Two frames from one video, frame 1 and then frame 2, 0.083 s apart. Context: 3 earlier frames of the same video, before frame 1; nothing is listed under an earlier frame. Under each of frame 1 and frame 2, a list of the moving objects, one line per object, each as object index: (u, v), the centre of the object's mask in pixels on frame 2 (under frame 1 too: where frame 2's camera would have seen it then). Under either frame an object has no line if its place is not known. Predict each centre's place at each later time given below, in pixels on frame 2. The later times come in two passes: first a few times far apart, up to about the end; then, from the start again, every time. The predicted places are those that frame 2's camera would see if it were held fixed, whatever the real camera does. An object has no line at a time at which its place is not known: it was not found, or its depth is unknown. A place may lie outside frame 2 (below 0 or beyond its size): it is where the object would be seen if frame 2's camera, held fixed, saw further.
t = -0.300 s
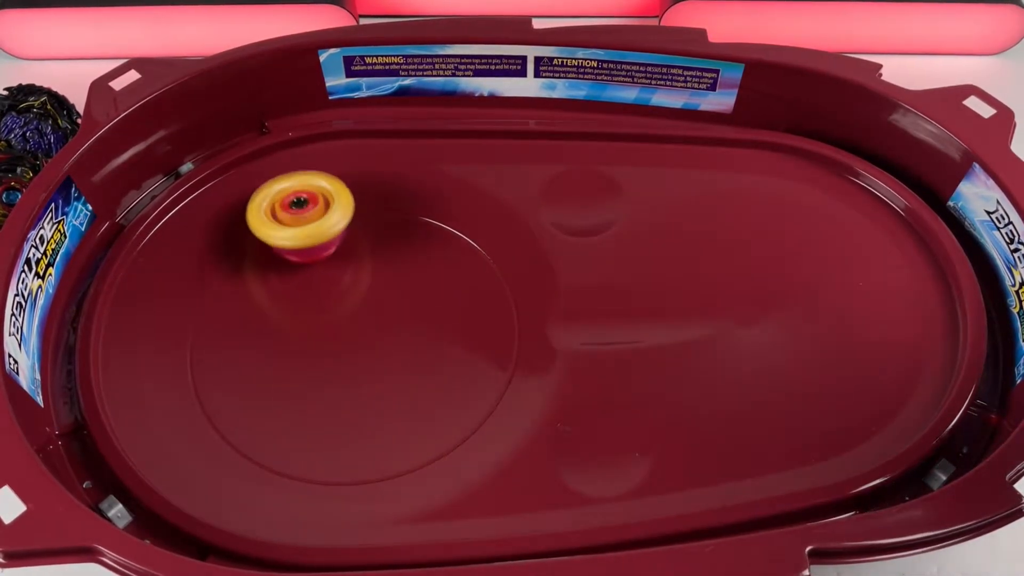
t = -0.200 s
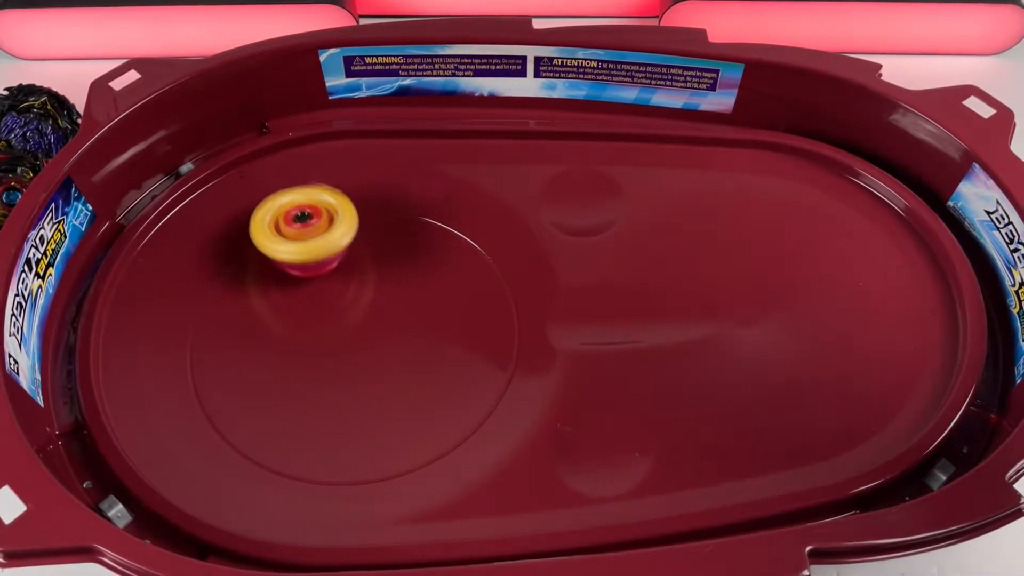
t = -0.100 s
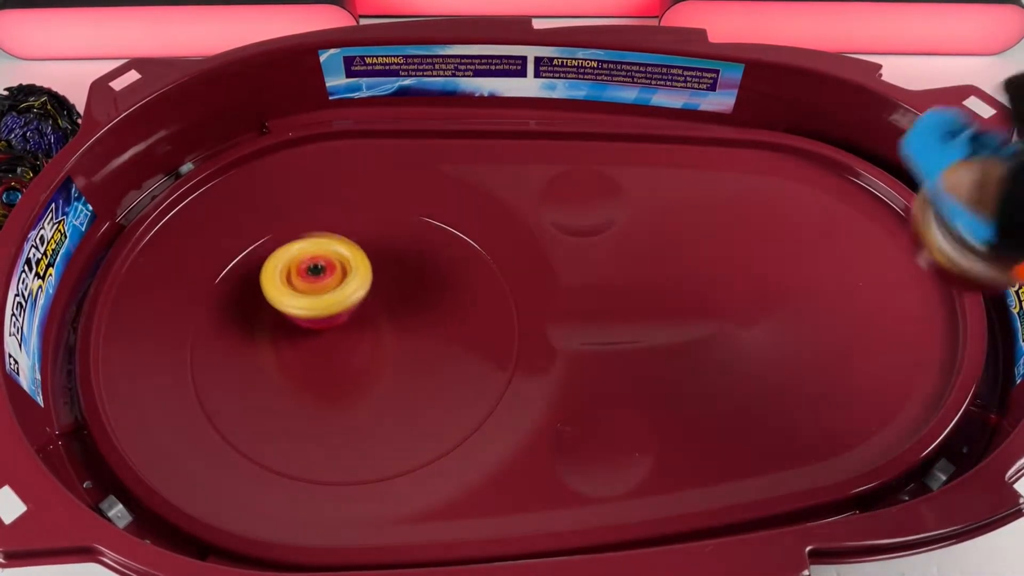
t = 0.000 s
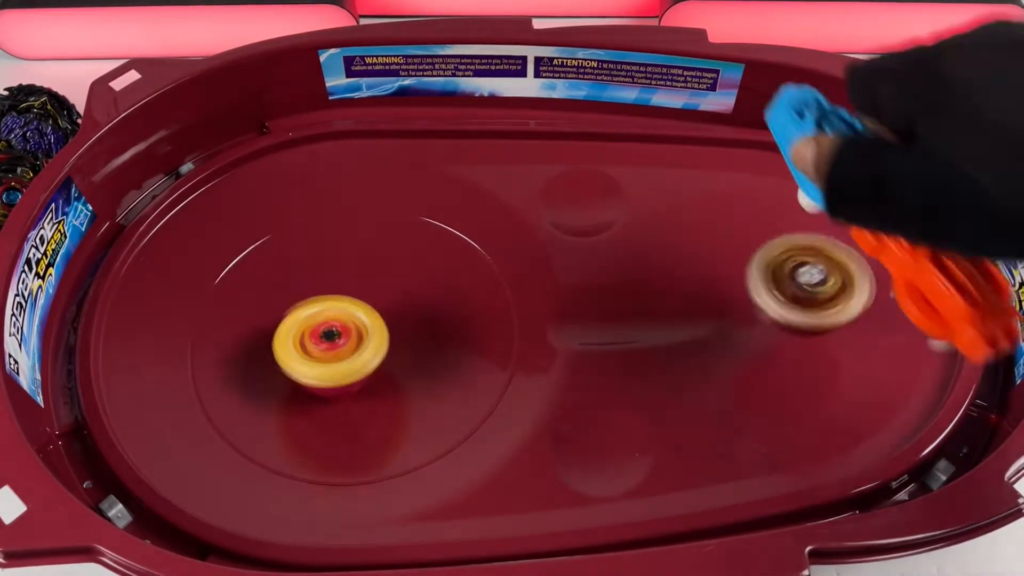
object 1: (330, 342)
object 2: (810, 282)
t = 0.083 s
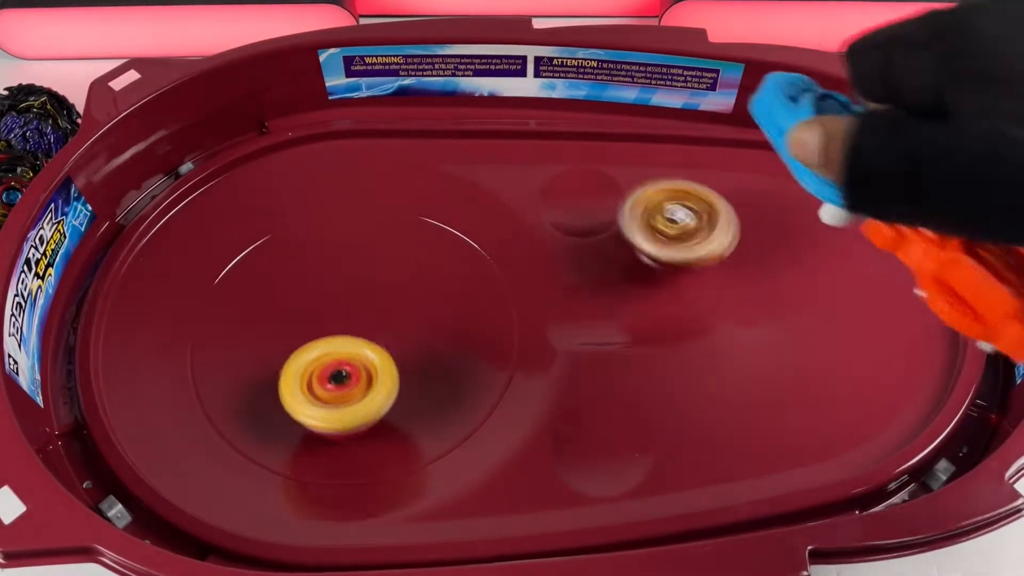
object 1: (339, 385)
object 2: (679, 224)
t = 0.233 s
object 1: (368, 397)
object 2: (494, 121)
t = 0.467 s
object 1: (375, 299)
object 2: (275, 176)
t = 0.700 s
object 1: (270, 257)
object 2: (219, 430)
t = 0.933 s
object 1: (249, 353)
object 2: (438, 422)
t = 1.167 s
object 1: (398, 376)
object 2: (460, 245)
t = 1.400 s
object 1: (439, 255)
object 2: (301, 227)
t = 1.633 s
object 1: (288, 230)
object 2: (250, 354)
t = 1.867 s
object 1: (237, 383)
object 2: (371, 396)
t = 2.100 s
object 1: (448, 421)
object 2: (405, 315)
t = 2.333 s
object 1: (482, 261)
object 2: (333, 282)
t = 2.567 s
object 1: (263, 210)
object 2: (316, 322)
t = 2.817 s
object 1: (173, 398)
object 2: (358, 340)
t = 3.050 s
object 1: (447, 444)
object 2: (339, 320)
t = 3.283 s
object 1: (527, 227)
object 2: (346, 304)
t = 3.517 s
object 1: (274, 174)
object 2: (358, 326)
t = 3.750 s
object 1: (137, 388)
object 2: (328, 339)
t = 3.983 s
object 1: (508, 422)
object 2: (327, 315)
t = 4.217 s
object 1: (791, 240)
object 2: (363, 318)
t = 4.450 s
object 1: (840, 200)
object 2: (345, 349)
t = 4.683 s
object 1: (706, 310)
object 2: (316, 329)
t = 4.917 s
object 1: (587, 420)
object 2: (363, 303)
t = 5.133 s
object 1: (513, 463)
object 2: (383, 336)
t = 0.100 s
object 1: (340, 389)
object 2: (654, 208)
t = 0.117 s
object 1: (343, 395)
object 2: (631, 197)
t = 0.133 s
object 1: (345, 398)
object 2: (608, 186)
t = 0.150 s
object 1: (348, 401)
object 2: (584, 178)
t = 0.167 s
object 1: (351, 402)
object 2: (563, 170)
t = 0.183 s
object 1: (355, 402)
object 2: (544, 155)
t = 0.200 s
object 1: (359, 402)
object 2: (528, 140)
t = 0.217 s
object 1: (364, 400)
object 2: (510, 128)
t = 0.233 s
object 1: (368, 397)
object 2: (494, 121)
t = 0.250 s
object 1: (373, 393)
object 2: (478, 117)
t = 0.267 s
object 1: (377, 389)
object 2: (460, 111)
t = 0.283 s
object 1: (381, 383)
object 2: (443, 108)
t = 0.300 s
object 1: (385, 378)
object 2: (427, 109)
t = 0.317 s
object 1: (388, 370)
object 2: (411, 112)
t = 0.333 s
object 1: (390, 363)
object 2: (394, 117)
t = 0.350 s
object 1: (391, 355)
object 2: (377, 119)
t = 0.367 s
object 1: (391, 347)
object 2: (362, 123)
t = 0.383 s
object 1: (391, 340)
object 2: (347, 127)
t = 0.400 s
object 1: (390, 331)
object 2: (331, 133)
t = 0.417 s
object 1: (388, 323)
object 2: (315, 140)
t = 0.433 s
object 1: (384, 315)
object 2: (302, 152)
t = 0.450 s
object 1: (380, 307)
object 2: (288, 164)
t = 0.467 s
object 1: (375, 299)
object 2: (275, 176)
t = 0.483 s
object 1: (369, 292)
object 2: (262, 192)
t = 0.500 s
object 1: (362, 285)
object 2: (251, 209)
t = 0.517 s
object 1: (355, 279)
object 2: (241, 225)
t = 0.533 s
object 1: (348, 273)
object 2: (231, 243)
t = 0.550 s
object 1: (340, 268)
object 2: (223, 261)
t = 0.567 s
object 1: (332, 263)
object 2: (216, 282)
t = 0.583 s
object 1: (323, 259)
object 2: (211, 301)
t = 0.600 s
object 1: (315, 256)
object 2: (208, 320)
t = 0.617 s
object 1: (306, 254)
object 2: (205, 340)
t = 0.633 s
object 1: (298, 253)
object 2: (205, 357)
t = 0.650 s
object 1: (290, 253)
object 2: (204, 378)
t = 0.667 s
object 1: (283, 253)
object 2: (208, 396)
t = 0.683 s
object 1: (276, 255)
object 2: (213, 412)
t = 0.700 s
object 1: (270, 257)
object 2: (219, 430)
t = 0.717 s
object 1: (264, 260)
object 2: (227, 442)
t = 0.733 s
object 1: (258, 264)
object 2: (236, 456)
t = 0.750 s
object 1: (254, 268)
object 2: (247, 470)
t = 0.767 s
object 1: (250, 273)
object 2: (262, 477)
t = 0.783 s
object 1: (246, 279)
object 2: (280, 480)
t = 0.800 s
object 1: (243, 286)
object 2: (299, 479)
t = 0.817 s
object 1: (241, 294)
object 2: (317, 478)
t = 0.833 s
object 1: (240, 301)
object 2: (337, 475)
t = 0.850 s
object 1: (239, 310)
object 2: (355, 470)
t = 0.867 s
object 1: (240, 318)
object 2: (374, 463)
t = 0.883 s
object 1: (240, 327)
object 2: (392, 454)
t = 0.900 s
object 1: (242, 336)
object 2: (408, 445)
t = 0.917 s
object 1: (245, 344)
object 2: (424, 433)
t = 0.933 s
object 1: (249, 353)
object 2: (438, 422)
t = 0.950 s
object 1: (254, 361)
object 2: (451, 410)
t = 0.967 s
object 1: (261, 369)
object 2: (462, 396)
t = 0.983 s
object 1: (269, 376)
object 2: (471, 383)
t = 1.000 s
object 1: (278, 382)
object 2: (478, 369)
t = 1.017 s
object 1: (289, 387)
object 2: (484, 355)
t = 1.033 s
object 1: (300, 390)
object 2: (488, 341)
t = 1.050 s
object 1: (312, 393)
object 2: (490, 327)
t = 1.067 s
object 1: (324, 394)
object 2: (490, 313)
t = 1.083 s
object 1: (337, 394)
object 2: (488, 300)
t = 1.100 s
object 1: (350, 393)
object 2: (485, 288)
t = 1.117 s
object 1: (362, 390)
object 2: (481, 275)
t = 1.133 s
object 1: (375, 386)
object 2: (475, 265)
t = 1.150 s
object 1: (387, 382)
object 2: (468, 254)
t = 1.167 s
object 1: (398, 376)
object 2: (460, 245)
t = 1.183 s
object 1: (409, 369)
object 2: (451, 236)
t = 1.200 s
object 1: (419, 361)
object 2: (441, 229)
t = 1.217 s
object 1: (428, 352)
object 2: (430, 223)
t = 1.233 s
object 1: (435, 343)
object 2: (419, 218)
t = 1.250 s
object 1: (441, 334)
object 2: (407, 214)
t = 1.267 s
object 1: (446, 325)
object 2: (396, 211)
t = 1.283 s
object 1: (450, 315)
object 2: (383, 209)
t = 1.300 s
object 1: (452, 306)
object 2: (371, 210)
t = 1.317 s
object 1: (453, 296)
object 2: (358, 210)
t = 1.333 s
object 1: (453, 287)
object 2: (346, 210)
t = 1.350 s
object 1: (451, 279)
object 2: (334, 214)
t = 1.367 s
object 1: (448, 270)
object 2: (322, 217)
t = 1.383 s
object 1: (444, 262)
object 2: (311, 222)
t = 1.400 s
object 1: (439, 255)
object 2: (301, 227)
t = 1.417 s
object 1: (433, 248)
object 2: (291, 233)
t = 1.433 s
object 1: (425, 242)
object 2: (282, 240)
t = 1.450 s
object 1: (417, 237)
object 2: (273, 248)
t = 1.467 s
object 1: (408, 232)
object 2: (265, 256)
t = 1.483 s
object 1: (398, 228)
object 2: (258, 265)
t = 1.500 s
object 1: (387, 225)
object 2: (253, 274)
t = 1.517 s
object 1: (375, 222)
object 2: (248, 284)
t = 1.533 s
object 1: (364, 221)
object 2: (244, 294)
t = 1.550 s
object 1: (351, 219)
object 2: (243, 305)
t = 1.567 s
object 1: (339, 219)
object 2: (242, 315)
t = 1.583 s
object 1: (326, 220)
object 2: (242, 325)
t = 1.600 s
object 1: (313, 222)
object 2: (244, 335)
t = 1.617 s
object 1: (300, 225)
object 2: (246, 345)
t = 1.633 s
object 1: (288, 230)
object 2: (250, 354)
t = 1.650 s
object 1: (276, 236)
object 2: (255, 363)
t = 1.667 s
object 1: (264, 242)
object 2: (261, 371)
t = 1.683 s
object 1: (254, 251)
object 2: (268, 379)
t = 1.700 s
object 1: (244, 260)
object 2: (276, 386)
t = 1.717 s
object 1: (236, 270)
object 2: (285, 391)
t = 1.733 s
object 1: (229, 280)
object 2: (294, 396)
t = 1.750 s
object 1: (224, 292)
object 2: (304, 400)
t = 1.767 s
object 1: (220, 304)
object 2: (314, 402)
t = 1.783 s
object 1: (218, 317)
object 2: (324, 403)
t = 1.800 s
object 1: (218, 330)
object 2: (334, 404)
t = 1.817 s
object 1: (219, 344)
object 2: (344, 403)
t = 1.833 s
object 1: (223, 357)
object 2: (353, 402)
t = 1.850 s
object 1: (229, 370)
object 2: (363, 399)
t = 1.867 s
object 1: (237, 383)
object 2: (371, 396)
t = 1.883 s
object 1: (246, 395)
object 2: (380, 392)
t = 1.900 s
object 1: (257, 405)
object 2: (386, 387)
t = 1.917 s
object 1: (270, 415)
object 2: (393, 382)
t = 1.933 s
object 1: (284, 423)
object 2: (399, 376)
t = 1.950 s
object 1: (298, 430)
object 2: (404, 370)
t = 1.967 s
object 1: (315, 436)
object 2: (408, 364)
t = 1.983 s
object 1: (332, 440)
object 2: (411, 358)
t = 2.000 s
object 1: (349, 442)
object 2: (412, 351)
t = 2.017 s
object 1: (366, 443)
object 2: (413, 345)
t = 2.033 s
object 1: (384, 443)
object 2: (413, 339)
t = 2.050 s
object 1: (401, 440)
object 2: (413, 332)
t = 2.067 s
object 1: (417, 435)
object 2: (411, 326)
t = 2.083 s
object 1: (433, 429)
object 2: (408, 320)
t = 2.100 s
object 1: (448, 421)
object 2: (405, 315)
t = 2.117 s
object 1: (461, 413)
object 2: (401, 310)
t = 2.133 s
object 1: (473, 403)
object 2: (396, 305)
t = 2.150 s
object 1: (483, 393)
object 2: (392, 300)
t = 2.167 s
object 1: (491, 382)
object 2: (387, 296)
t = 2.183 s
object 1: (498, 370)
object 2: (382, 293)
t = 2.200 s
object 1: (503, 358)
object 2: (376, 290)
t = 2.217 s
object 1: (506, 345)
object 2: (371, 287)
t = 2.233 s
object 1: (507, 333)
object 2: (365, 285)
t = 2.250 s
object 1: (507, 321)
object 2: (359, 283)
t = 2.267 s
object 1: (505, 308)
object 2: (353, 282)
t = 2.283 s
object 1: (501, 296)
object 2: (348, 282)
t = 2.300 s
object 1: (496, 284)
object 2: (343, 281)
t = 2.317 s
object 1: (490, 272)
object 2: (338, 281)
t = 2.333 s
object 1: (482, 261)
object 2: (333, 282)
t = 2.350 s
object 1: (472, 250)
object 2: (329, 283)
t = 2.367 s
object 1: (461, 240)
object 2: (325, 284)
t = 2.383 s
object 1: (448, 231)
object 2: (321, 286)
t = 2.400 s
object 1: (434, 223)
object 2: (318, 289)
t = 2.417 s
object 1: (420, 216)
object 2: (315, 291)
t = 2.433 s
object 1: (404, 209)
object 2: (313, 294)
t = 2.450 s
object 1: (388, 204)
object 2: (312, 297)
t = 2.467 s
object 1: (370, 201)
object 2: (311, 301)
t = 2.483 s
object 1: (352, 199)
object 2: (310, 304)
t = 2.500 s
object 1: (334, 199)
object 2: (310, 308)
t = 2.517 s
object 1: (316, 199)
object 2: (311, 312)
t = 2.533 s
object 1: (298, 201)
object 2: (312, 315)
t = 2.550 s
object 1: (281, 205)
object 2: (314, 319)
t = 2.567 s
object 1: (263, 210)
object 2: (316, 322)
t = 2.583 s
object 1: (247, 217)
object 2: (318, 326)
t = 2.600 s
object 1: (232, 224)
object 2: (321, 329)
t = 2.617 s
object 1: (217, 232)
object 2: (324, 332)
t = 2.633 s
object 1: (204, 243)
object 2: (327, 334)
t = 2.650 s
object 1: (191, 255)
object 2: (331, 337)
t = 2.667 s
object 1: (181, 267)
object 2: (335, 339)
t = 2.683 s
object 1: (173, 279)
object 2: (339, 341)
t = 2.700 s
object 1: (165, 292)
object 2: (342, 342)
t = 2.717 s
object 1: (160, 307)
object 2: (346, 343)
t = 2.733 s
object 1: (156, 322)
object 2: (349, 343)
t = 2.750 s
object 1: (155, 337)
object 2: (351, 343)
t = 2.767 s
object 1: (157, 352)
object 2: (354, 343)
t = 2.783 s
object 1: (159, 368)
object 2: (356, 342)
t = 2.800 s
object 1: (165, 383)
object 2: (357, 341)
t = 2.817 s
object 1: (173, 398)
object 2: (358, 340)
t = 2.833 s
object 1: (184, 412)
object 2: (359, 340)
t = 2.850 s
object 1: (196, 424)
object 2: (359, 338)
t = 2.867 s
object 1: (210, 436)
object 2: (358, 337)
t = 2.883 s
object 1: (228, 447)
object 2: (357, 336)
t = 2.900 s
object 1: (246, 456)
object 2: (356, 335)
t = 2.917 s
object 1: (266, 463)
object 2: (355, 333)
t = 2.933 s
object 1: (288, 468)
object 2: (353, 332)
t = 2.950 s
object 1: (310, 471)
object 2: (351, 330)
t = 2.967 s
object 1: (334, 473)
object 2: (349, 328)
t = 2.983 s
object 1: (357, 471)
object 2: (347, 327)
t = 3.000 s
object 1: (381, 468)
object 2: (345, 325)
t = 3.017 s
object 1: (404, 462)
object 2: (342, 324)
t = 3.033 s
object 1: (426, 454)
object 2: (341, 322)
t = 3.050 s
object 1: (447, 444)
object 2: (339, 320)
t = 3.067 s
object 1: (467, 431)
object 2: (337, 319)
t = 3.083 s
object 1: (485, 418)
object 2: (336, 317)
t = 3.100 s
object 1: (500, 404)
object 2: (335, 315)
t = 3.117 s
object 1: (514, 388)
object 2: (334, 314)
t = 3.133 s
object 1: (525, 371)
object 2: (334, 312)
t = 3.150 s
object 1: (533, 354)
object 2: (334, 311)
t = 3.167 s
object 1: (539, 337)
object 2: (335, 310)
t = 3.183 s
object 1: (544, 320)
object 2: (335, 308)
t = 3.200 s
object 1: (545, 302)
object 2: (336, 307)
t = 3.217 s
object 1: (544, 286)
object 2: (338, 306)
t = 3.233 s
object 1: (543, 270)
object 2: (340, 306)
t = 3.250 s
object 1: (539, 254)
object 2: (342, 304)
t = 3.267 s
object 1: (534, 240)
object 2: (344, 304)
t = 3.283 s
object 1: (527, 227)
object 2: (346, 304)
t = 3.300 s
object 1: (517, 214)
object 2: (348, 304)
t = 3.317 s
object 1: (506, 204)
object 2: (350, 305)
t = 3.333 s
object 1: (492, 194)
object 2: (352, 306)
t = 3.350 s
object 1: (477, 185)
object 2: (354, 306)
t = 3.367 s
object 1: (461, 179)
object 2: (356, 308)
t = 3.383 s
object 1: (444, 172)
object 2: (358, 309)
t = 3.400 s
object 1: (425, 168)
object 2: (359, 311)
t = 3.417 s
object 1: (405, 166)
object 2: (360, 313)
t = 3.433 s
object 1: (385, 163)
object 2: (361, 315)
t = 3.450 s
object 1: (363, 161)
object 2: (361, 317)
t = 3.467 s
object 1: (340, 163)
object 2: (361, 319)
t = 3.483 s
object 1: (318, 165)
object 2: (361, 321)
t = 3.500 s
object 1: (297, 168)
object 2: (360, 323)
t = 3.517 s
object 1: (274, 174)
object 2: (358, 326)
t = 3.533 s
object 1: (252, 181)
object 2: (357, 328)
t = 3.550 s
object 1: (232, 189)
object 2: (355, 330)
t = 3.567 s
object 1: (212, 199)
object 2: (354, 332)
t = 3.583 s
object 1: (192, 211)
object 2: (352, 333)
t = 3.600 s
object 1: (175, 223)
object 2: (349, 335)
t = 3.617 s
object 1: (159, 238)
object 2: (347, 336)
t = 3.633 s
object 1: (146, 255)
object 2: (345, 337)
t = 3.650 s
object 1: (136, 272)
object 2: (343, 338)
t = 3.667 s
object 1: (128, 292)
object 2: (340, 339)
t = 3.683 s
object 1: (122, 311)
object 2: (338, 339)
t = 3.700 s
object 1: (121, 330)
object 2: (335, 339)
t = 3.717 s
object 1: (122, 350)
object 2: (333, 339)
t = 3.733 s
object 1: (128, 370)
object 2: (330, 339)
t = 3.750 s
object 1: (137, 388)
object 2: (328, 339)
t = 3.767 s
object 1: (149, 406)
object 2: (326, 338)
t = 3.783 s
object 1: (167, 423)
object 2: (324, 337)
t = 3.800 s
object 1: (188, 439)
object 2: (322, 336)
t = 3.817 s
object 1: (213, 452)
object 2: (320, 334)
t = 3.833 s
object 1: (240, 459)
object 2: (319, 333)
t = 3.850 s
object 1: (268, 468)
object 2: (319, 331)
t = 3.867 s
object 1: (299, 471)
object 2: (318, 328)
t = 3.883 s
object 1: (330, 472)
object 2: (319, 326)
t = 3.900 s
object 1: (362, 472)
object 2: (319, 324)
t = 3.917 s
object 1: (393, 465)
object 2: (320, 322)
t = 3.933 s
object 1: (423, 459)
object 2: (322, 320)
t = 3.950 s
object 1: (453, 447)
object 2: (324, 318)
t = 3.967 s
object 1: (481, 435)
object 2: (325, 316)
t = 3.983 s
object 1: (508, 422)
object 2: (327, 315)
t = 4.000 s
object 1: (533, 409)
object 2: (329, 314)
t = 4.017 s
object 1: (559, 396)
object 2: (332, 313)
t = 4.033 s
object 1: (581, 381)
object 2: (334, 312)
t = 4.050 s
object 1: (604, 369)
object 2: (337, 312)
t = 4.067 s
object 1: (624, 355)
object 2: (340, 311)
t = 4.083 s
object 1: (646, 342)
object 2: (342, 310)
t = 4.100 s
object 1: (664, 329)
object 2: (345, 310)
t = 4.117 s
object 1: (684, 317)
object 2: (348, 310)
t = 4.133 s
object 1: (703, 305)
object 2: (351, 310)
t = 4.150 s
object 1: (722, 295)
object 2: (354, 311)
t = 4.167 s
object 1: (740, 279)
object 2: (357, 312)
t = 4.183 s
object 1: (758, 266)
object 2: (360, 314)
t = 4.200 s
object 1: (774, 253)
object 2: (362, 316)
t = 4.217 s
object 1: (791, 240)
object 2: (363, 318)
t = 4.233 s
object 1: (807, 227)
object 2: (364, 321)
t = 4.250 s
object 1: (822, 215)
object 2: (365, 323)
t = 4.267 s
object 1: (835, 203)
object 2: (364, 326)
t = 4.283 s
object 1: (848, 194)
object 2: (364, 328)
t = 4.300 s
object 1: (861, 182)
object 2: (363, 330)
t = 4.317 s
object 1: (870, 174)
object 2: (362, 332)
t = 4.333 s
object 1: (871, 170)
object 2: (361, 334)
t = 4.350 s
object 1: (872, 170)
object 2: (361, 336)
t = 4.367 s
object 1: (871, 173)
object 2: (360, 339)
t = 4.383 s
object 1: (866, 179)
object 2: (358, 341)
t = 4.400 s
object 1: (860, 185)
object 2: (355, 344)
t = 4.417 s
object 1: (854, 189)
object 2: (352, 346)
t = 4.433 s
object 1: (847, 195)
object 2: (349, 348)
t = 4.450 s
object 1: (840, 200)
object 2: (345, 349)
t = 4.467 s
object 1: (832, 206)
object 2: (342, 350)
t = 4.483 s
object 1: (825, 212)
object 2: (338, 351)
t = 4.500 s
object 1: (816, 218)
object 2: (335, 351)
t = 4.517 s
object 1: (808, 225)
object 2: (332, 350)
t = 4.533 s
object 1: (798, 231)
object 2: (330, 350)
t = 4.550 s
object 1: (788, 239)
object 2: (328, 349)
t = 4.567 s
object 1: (777, 248)
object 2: (325, 348)
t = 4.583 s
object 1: (766, 255)
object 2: (322, 347)
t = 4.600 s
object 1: (756, 265)
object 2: (320, 346)
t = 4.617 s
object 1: (744, 273)
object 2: (317, 343)
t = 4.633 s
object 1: (734, 283)
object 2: (316, 340)
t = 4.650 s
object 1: (724, 293)
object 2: (315, 336)
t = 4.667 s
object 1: (715, 302)
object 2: (316, 333)
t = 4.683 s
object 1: (706, 310)
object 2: (316, 329)
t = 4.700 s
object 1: (696, 316)
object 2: (318, 326)
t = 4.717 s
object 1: (688, 324)
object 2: (320, 323)
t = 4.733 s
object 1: (678, 332)
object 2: (322, 320)
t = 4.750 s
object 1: (670, 338)
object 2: (324, 317)
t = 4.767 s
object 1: (661, 346)
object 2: (326, 314)
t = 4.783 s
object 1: (652, 352)
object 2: (329, 310)
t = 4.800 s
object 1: (645, 359)
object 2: (333, 307)
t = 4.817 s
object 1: (636, 367)
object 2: (337, 305)
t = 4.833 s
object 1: (629, 373)
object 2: (341, 303)
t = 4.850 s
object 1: (621, 381)
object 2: (346, 302)
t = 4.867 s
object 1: (612, 389)
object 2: (351, 302)
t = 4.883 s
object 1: (604, 399)
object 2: (355, 302)
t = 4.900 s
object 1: (595, 410)
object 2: (359, 302)
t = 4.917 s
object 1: (587, 420)
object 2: (363, 303)
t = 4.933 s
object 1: (579, 432)
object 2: (366, 303)
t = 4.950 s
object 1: (572, 441)
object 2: (370, 304)
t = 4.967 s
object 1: (567, 451)
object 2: (374, 306)
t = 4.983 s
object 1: (562, 460)
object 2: (377, 308)
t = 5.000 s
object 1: (558, 467)
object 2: (380, 311)
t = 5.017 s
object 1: (554, 470)
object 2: (382, 314)
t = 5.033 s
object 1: (548, 470)
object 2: (383, 317)
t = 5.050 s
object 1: (543, 468)
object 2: (383, 320)
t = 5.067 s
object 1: (536, 467)
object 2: (383, 323)
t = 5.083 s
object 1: (531, 466)
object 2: (384, 325)
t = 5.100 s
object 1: (525, 465)
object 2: (384, 328)
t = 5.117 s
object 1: (519, 464)
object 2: (384, 332)
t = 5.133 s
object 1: (513, 463)
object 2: (383, 336)
